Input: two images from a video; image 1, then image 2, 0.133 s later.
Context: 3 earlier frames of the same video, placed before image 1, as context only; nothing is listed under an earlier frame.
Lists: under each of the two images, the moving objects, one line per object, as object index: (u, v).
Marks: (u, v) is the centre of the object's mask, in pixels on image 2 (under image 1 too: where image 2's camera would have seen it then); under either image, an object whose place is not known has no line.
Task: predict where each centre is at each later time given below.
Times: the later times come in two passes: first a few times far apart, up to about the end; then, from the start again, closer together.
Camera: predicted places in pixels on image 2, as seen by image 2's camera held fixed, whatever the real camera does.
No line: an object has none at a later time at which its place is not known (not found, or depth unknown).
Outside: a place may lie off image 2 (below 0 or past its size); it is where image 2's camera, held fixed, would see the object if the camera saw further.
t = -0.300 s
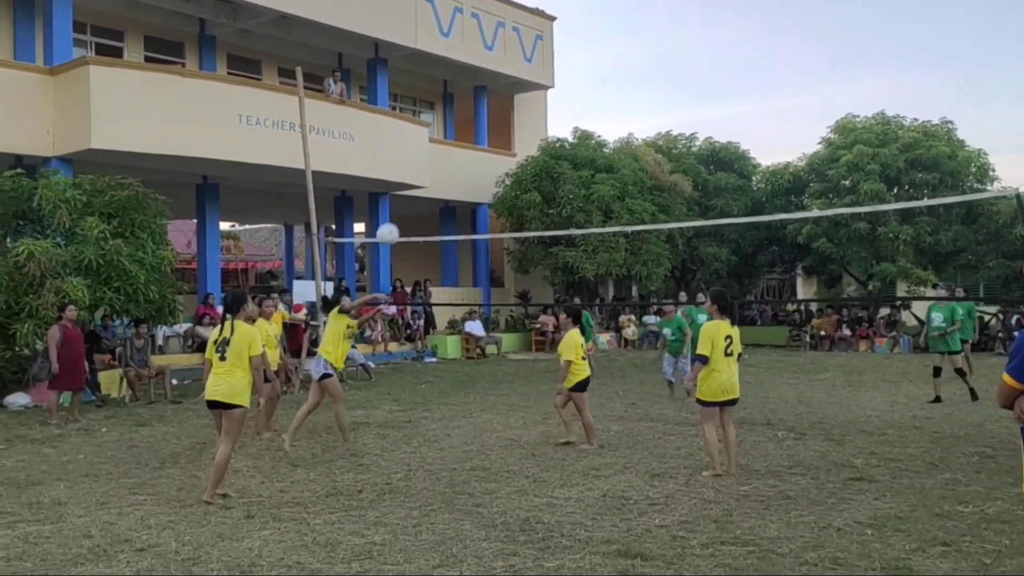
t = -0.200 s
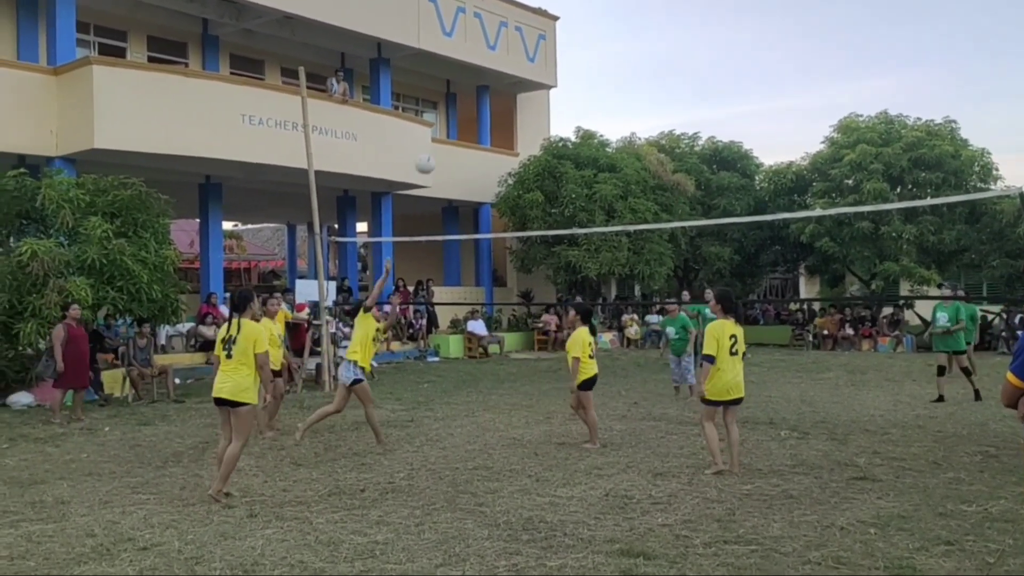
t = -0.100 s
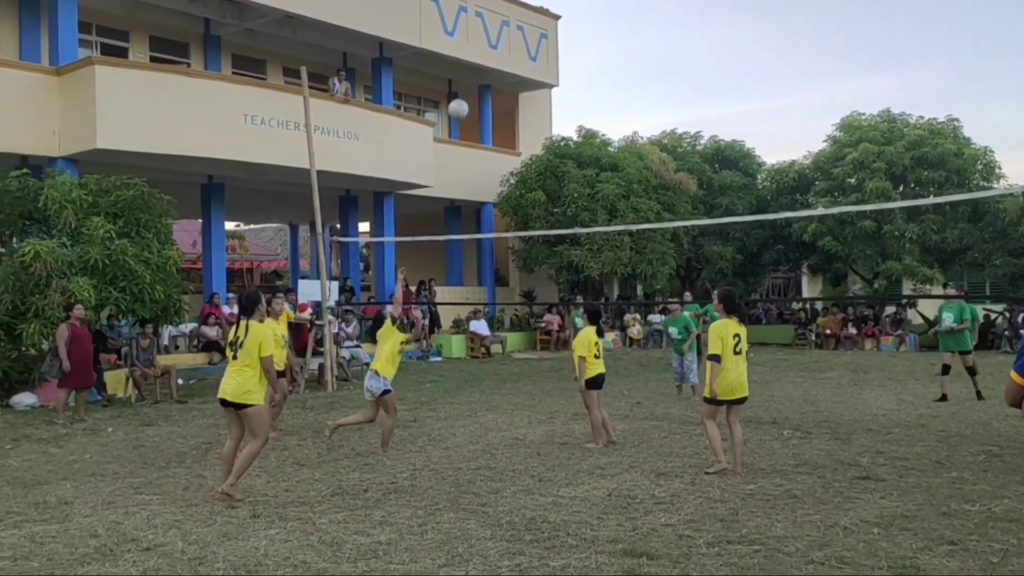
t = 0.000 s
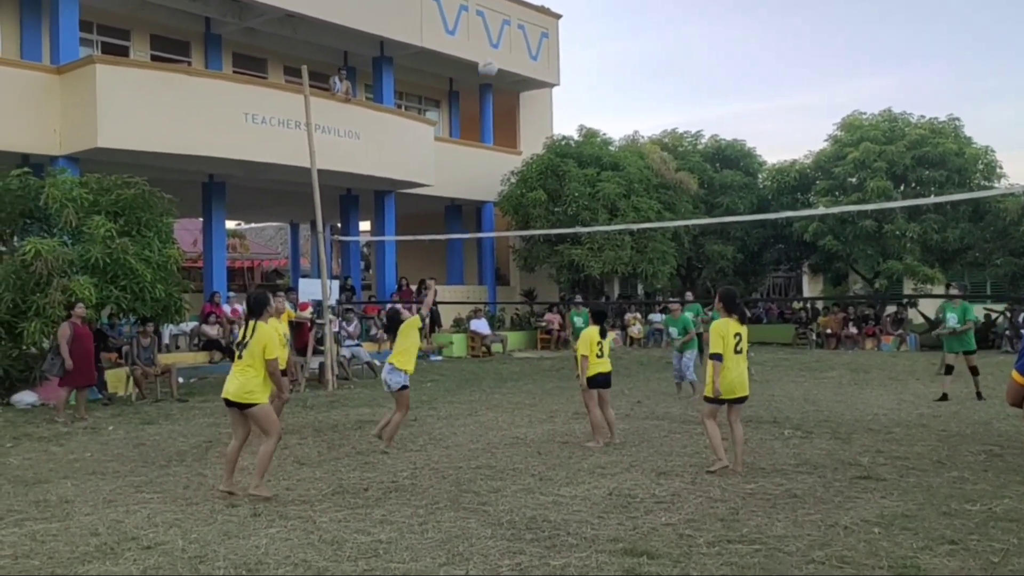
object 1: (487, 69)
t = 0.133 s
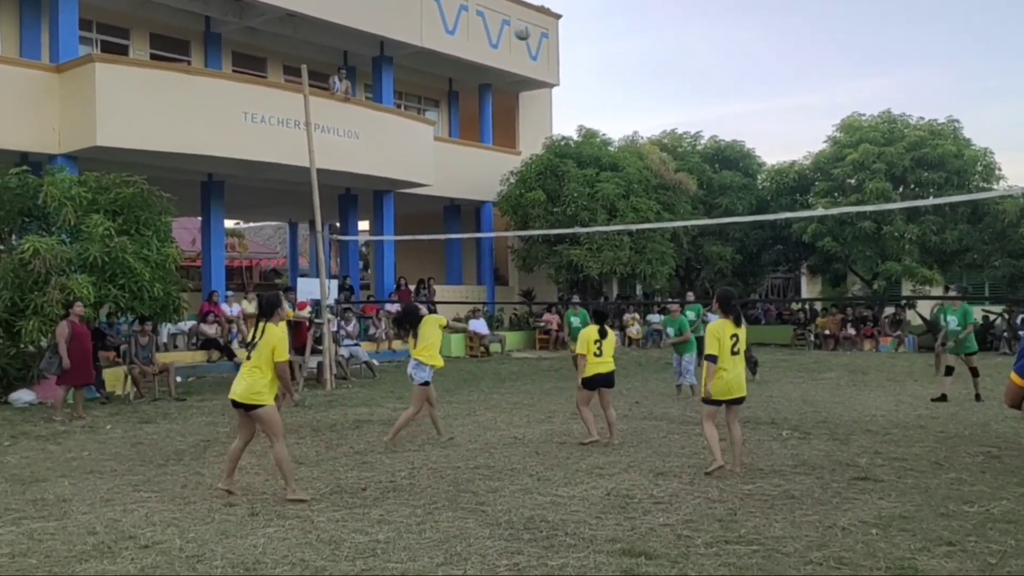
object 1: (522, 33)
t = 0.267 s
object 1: (554, 13)
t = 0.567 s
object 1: (612, 25)
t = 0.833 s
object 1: (655, 84)
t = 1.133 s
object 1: (696, 191)
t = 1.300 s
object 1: (717, 266)
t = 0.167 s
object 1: (530, 27)
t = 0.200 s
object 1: (538, 22)
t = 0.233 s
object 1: (546, 16)
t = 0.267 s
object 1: (554, 13)
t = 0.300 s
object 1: (561, 10)
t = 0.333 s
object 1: (568, 10)
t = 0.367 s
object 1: (575, 9)
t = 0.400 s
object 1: (581, 9)
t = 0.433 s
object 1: (588, 11)
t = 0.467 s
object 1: (594, 14)
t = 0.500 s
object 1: (600, 17)
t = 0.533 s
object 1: (606, 21)
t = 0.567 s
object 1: (612, 25)
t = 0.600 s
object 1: (618, 30)
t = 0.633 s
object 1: (624, 36)
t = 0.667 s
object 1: (629, 42)
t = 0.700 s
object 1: (635, 50)
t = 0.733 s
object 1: (640, 57)
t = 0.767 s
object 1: (645, 65)
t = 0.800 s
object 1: (650, 74)
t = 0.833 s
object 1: (655, 84)
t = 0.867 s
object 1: (660, 94)
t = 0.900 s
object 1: (665, 104)
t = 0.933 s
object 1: (670, 115)
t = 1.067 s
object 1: (688, 164)
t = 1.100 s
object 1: (692, 178)
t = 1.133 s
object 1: (696, 191)
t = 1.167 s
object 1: (701, 206)
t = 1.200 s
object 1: (705, 220)
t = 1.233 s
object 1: (709, 235)
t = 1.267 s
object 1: (713, 251)
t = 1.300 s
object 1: (717, 266)
